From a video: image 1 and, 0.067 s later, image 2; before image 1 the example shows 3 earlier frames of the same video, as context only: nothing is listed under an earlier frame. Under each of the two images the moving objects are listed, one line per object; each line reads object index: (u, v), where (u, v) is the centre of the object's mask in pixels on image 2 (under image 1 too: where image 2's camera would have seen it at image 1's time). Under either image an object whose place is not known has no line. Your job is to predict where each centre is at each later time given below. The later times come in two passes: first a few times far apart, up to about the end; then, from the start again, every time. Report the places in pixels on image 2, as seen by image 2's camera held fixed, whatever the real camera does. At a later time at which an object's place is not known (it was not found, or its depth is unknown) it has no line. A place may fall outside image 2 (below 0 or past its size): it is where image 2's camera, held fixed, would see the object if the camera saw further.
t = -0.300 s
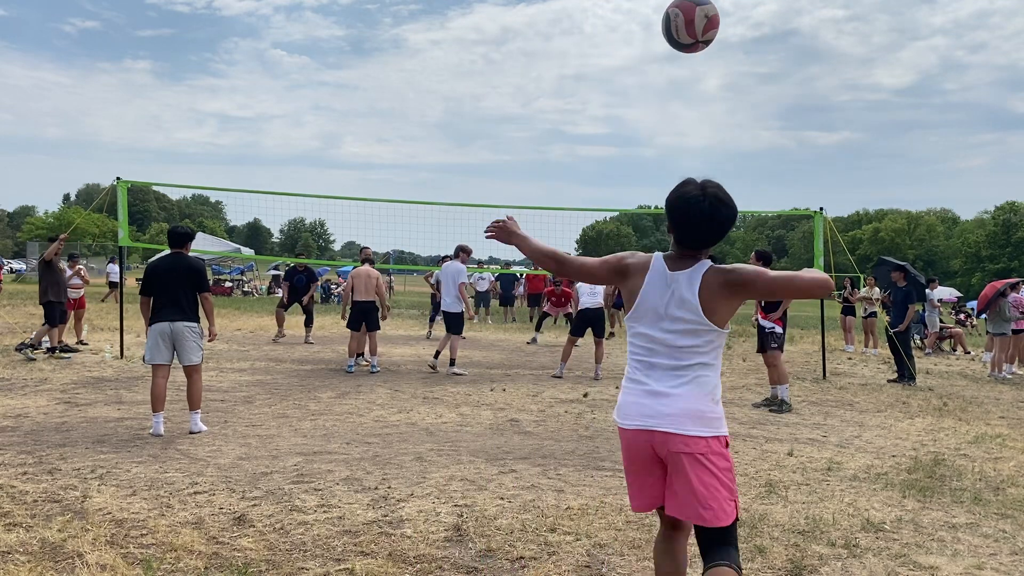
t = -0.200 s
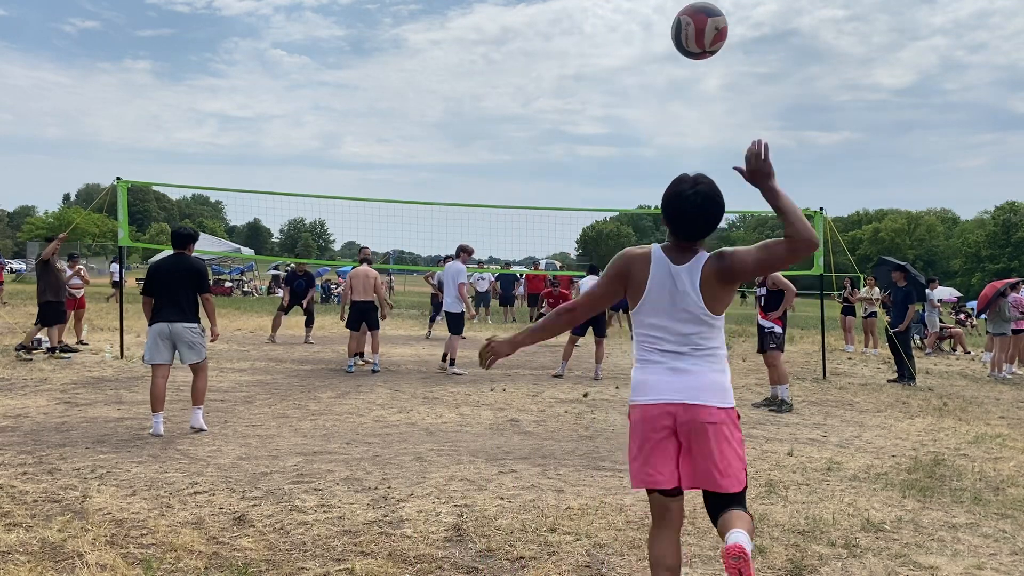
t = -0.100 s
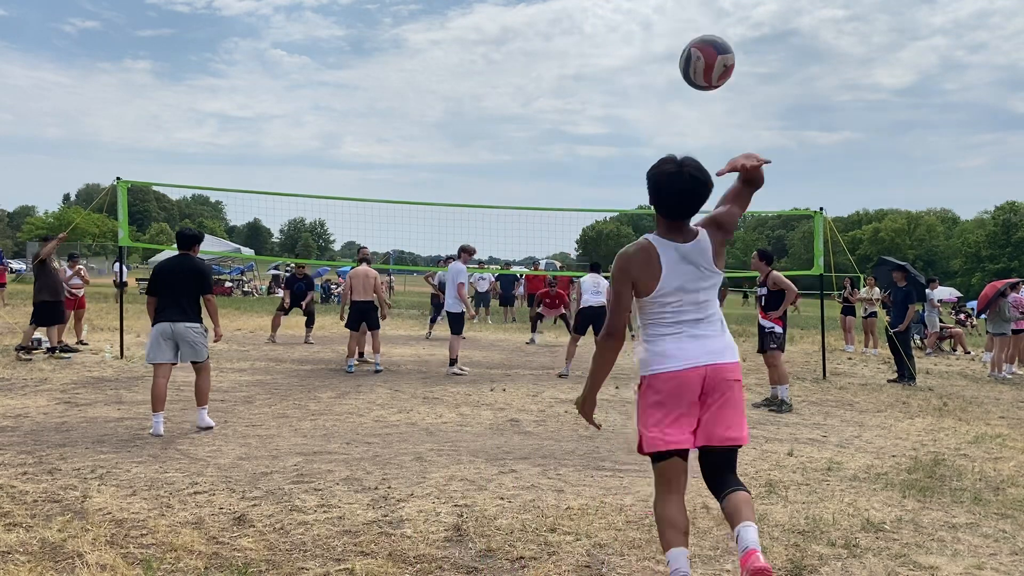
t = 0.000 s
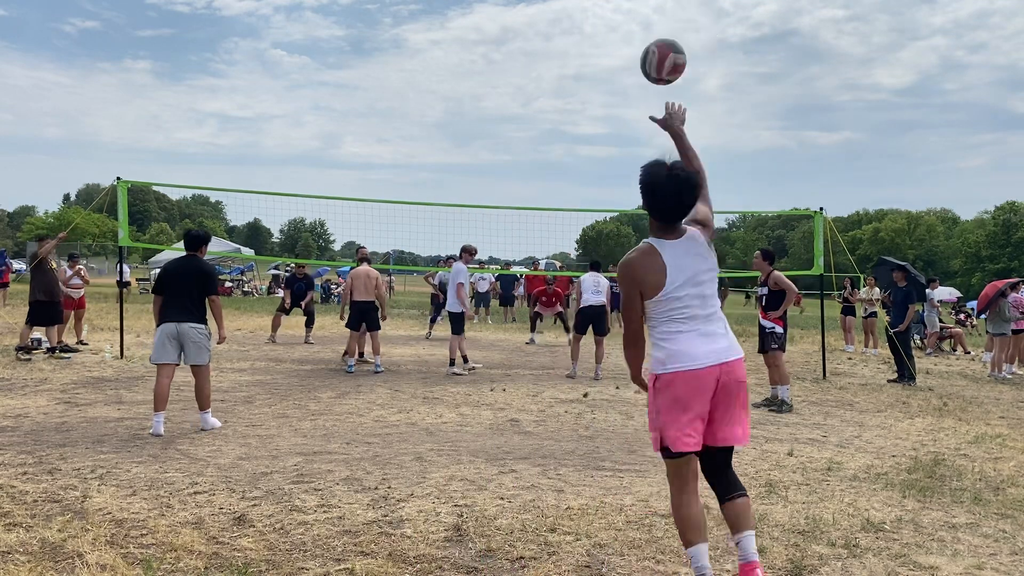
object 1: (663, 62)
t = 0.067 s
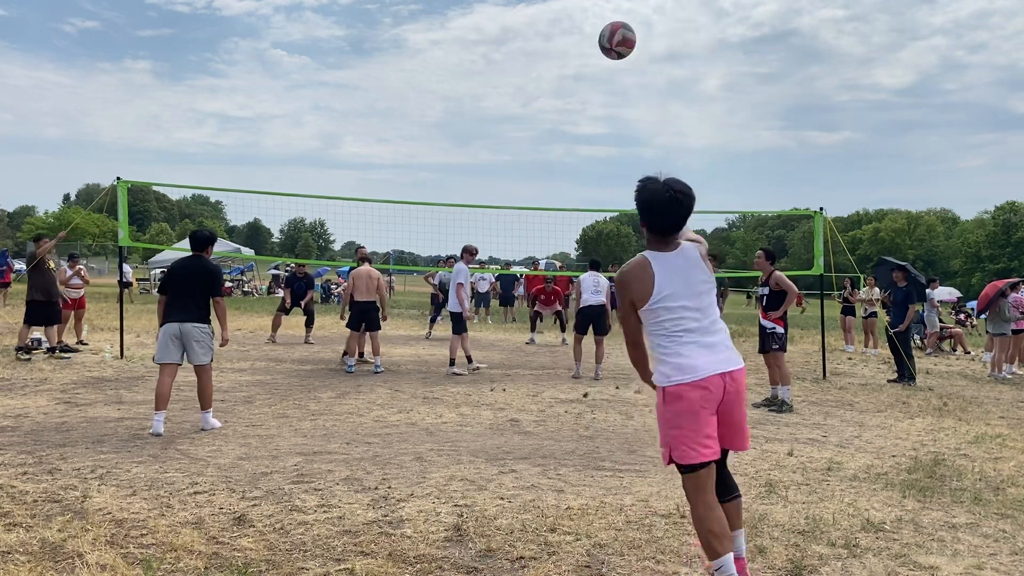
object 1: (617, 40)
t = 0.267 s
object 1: (544, 36)
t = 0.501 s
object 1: (501, 77)
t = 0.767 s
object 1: (481, 138)
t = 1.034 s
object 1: (469, 212)
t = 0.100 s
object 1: (600, 34)
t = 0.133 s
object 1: (586, 31)
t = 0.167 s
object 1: (573, 30)
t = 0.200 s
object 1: (562, 30)
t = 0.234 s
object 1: (553, 32)
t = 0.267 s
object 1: (544, 36)
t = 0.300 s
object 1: (536, 40)
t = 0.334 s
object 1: (528, 45)
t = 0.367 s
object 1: (522, 51)
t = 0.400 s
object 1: (516, 57)
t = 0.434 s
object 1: (510, 64)
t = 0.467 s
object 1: (506, 70)
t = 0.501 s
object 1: (501, 77)
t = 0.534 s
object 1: (497, 84)
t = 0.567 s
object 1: (494, 91)
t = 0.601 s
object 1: (491, 98)
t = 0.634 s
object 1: (489, 106)
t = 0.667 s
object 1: (486, 113)
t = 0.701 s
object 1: (484, 121)
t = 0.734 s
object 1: (482, 129)
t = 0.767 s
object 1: (481, 138)
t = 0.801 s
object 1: (479, 147)
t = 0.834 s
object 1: (478, 156)
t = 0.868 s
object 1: (477, 165)
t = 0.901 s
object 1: (475, 174)
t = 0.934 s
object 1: (474, 183)
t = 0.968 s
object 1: (472, 193)
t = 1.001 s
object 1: (470, 201)
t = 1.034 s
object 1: (469, 212)
